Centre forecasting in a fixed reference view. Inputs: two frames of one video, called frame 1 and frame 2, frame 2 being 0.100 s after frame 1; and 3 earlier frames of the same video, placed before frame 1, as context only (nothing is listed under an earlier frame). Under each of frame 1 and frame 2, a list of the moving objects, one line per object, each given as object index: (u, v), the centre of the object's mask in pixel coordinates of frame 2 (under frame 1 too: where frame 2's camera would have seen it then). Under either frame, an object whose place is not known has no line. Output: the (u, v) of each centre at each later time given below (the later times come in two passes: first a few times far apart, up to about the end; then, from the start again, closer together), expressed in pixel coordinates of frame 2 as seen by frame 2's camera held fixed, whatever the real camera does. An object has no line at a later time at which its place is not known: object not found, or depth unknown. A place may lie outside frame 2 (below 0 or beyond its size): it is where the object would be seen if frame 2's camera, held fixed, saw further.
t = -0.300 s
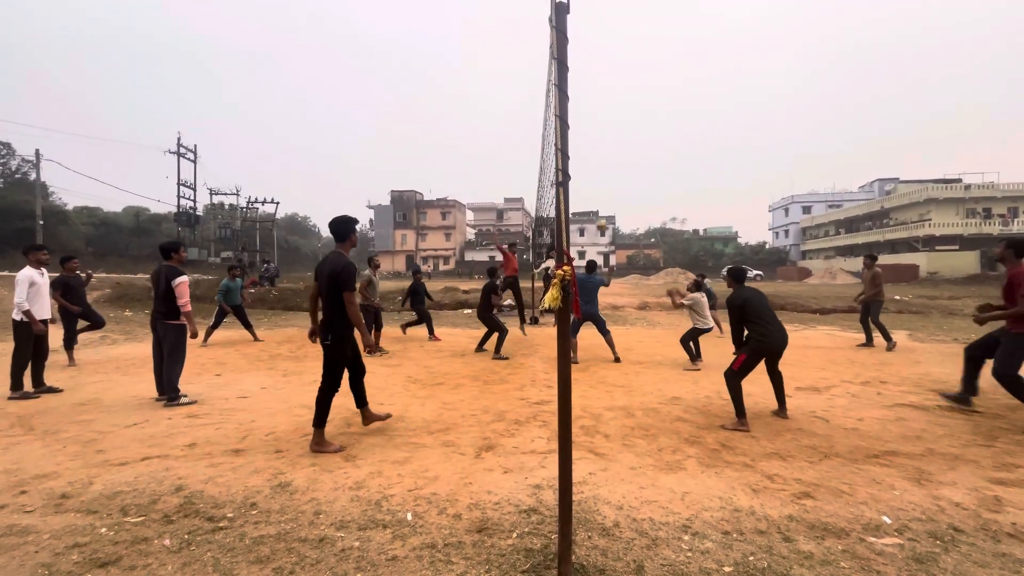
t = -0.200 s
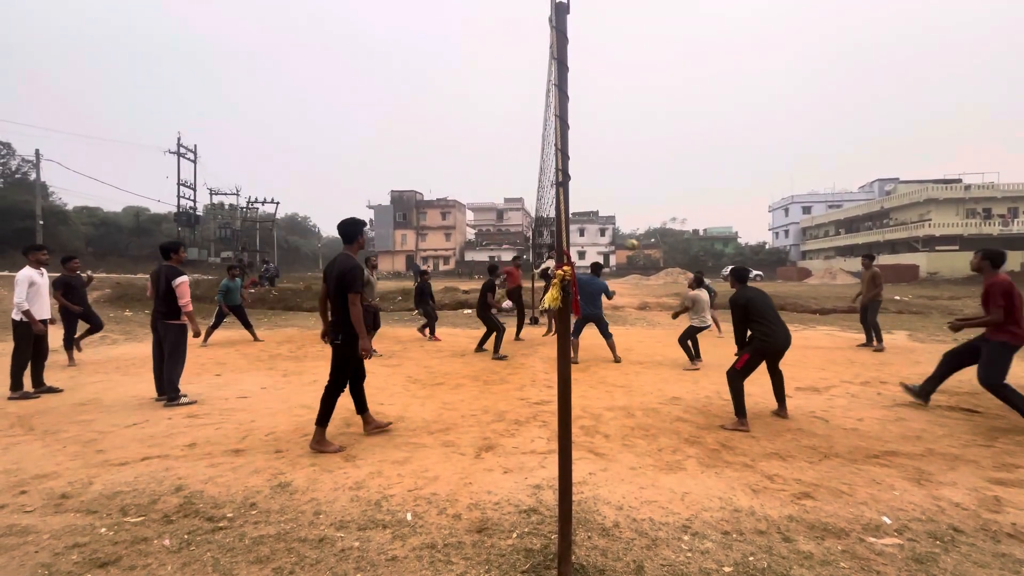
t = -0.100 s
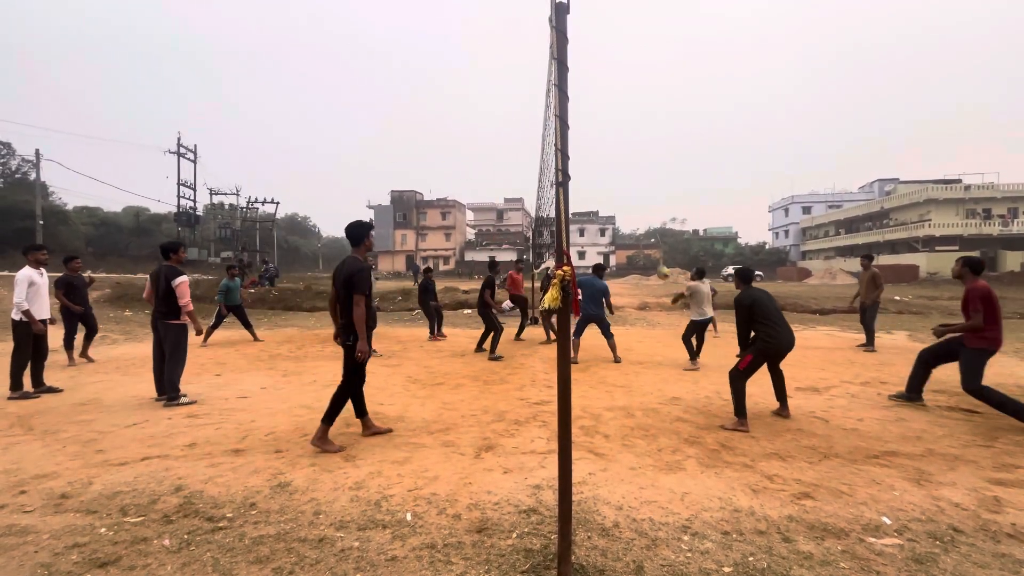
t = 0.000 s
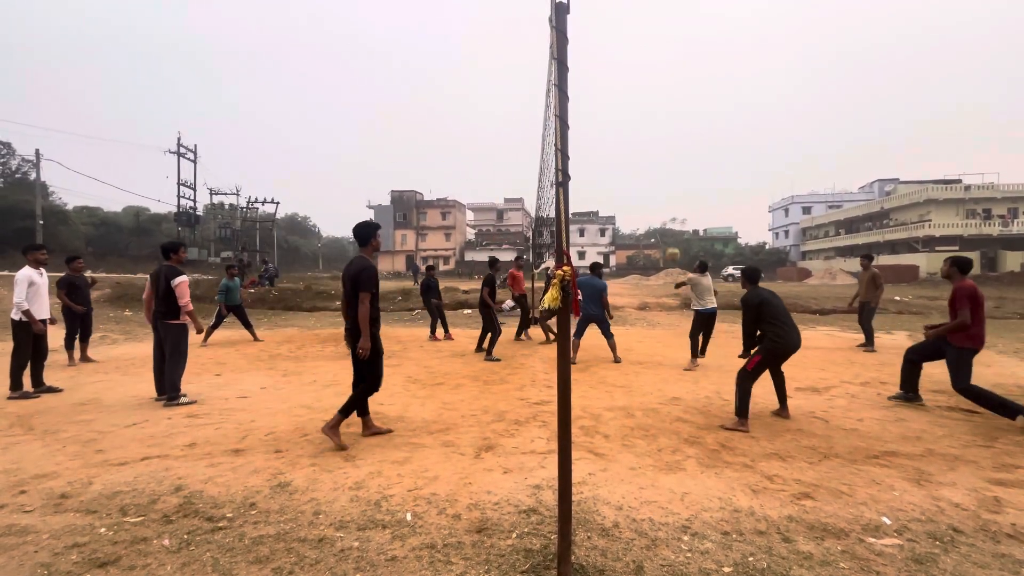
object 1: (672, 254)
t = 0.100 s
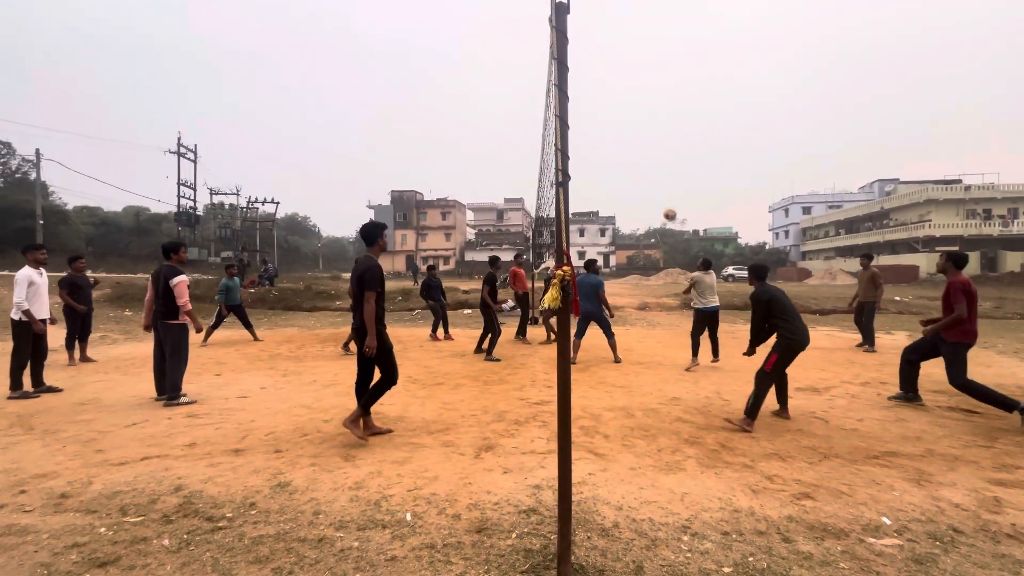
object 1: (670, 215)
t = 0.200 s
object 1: (667, 180)
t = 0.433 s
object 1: (660, 125)
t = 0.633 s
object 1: (656, 106)
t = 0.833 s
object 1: (652, 110)
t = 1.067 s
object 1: (646, 144)
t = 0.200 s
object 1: (667, 180)
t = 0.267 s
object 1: (665, 161)
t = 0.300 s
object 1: (664, 152)
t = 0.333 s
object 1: (663, 145)
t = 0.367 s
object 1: (662, 137)
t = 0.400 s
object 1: (661, 131)
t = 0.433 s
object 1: (660, 125)
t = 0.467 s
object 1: (660, 120)
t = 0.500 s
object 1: (659, 116)
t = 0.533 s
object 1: (658, 113)
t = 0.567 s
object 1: (657, 110)
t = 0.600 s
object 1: (656, 107)
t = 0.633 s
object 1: (656, 106)
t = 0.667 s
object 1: (655, 105)
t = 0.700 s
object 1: (654, 104)
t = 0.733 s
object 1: (654, 105)
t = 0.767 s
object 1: (653, 106)
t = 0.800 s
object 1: (652, 107)
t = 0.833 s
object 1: (652, 110)
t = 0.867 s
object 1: (651, 113)
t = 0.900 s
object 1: (650, 116)
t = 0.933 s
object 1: (649, 121)
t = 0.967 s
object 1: (648, 126)
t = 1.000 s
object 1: (648, 131)
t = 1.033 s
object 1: (647, 137)
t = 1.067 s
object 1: (646, 144)
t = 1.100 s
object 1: (646, 151)
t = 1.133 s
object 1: (645, 159)
